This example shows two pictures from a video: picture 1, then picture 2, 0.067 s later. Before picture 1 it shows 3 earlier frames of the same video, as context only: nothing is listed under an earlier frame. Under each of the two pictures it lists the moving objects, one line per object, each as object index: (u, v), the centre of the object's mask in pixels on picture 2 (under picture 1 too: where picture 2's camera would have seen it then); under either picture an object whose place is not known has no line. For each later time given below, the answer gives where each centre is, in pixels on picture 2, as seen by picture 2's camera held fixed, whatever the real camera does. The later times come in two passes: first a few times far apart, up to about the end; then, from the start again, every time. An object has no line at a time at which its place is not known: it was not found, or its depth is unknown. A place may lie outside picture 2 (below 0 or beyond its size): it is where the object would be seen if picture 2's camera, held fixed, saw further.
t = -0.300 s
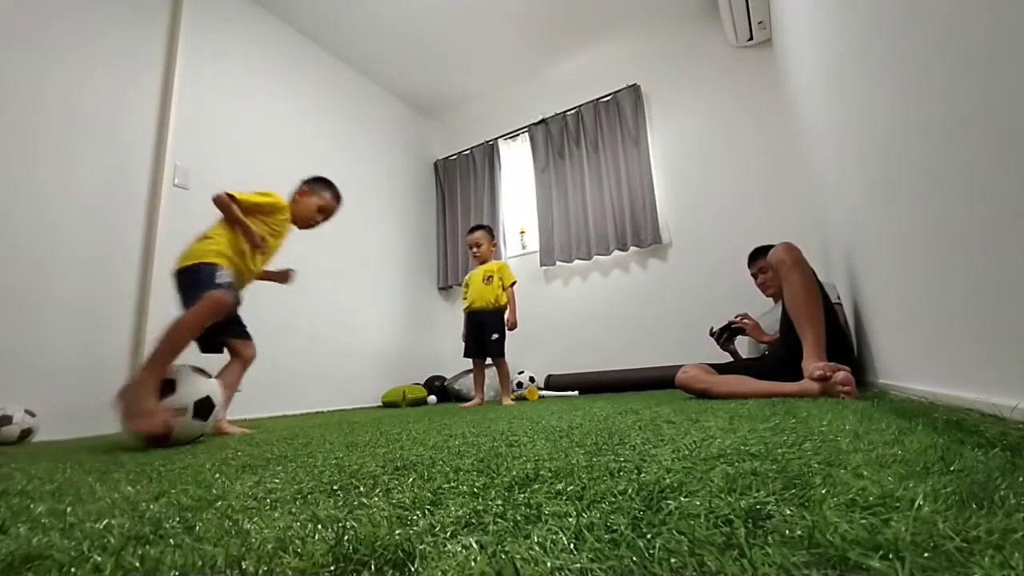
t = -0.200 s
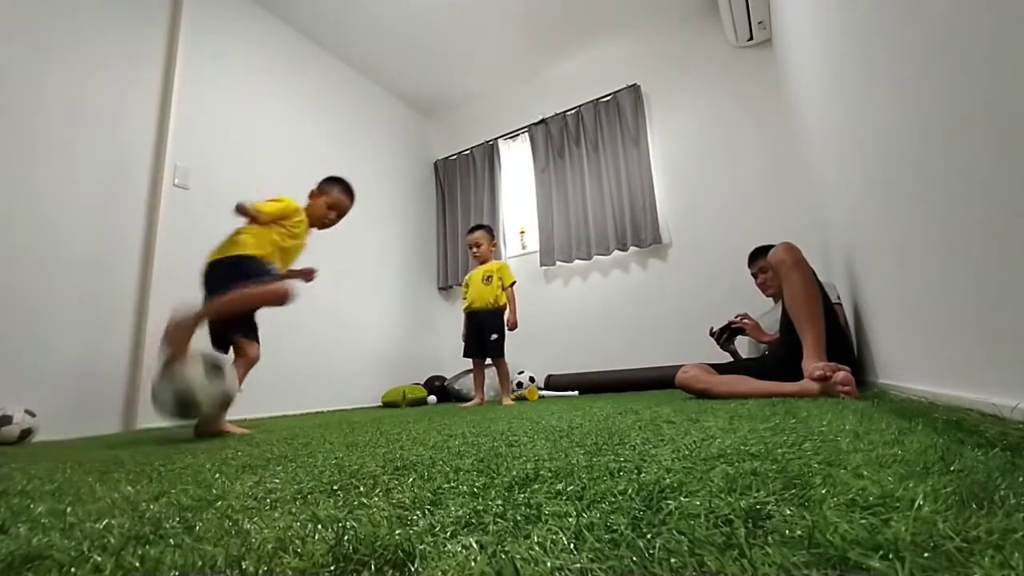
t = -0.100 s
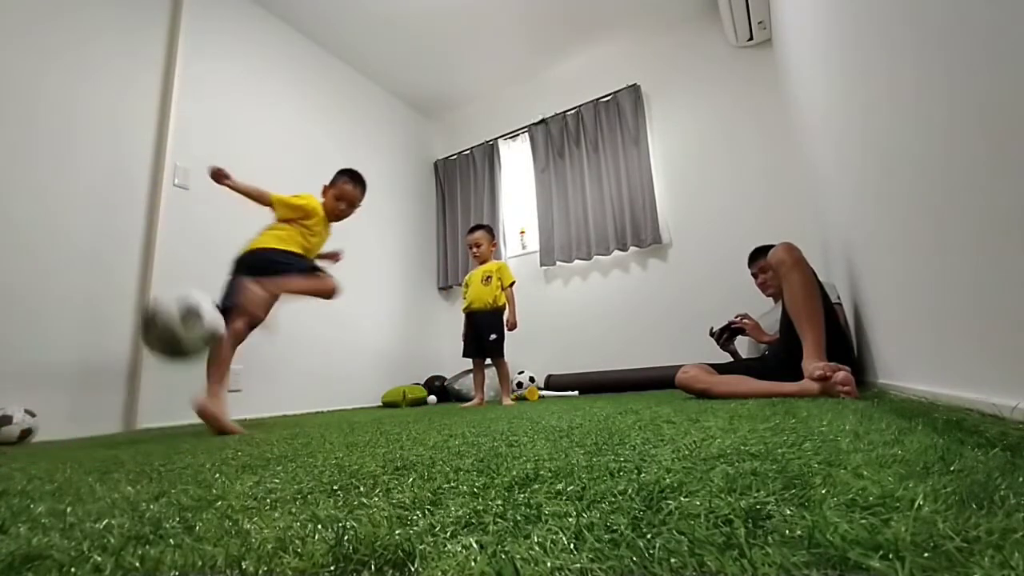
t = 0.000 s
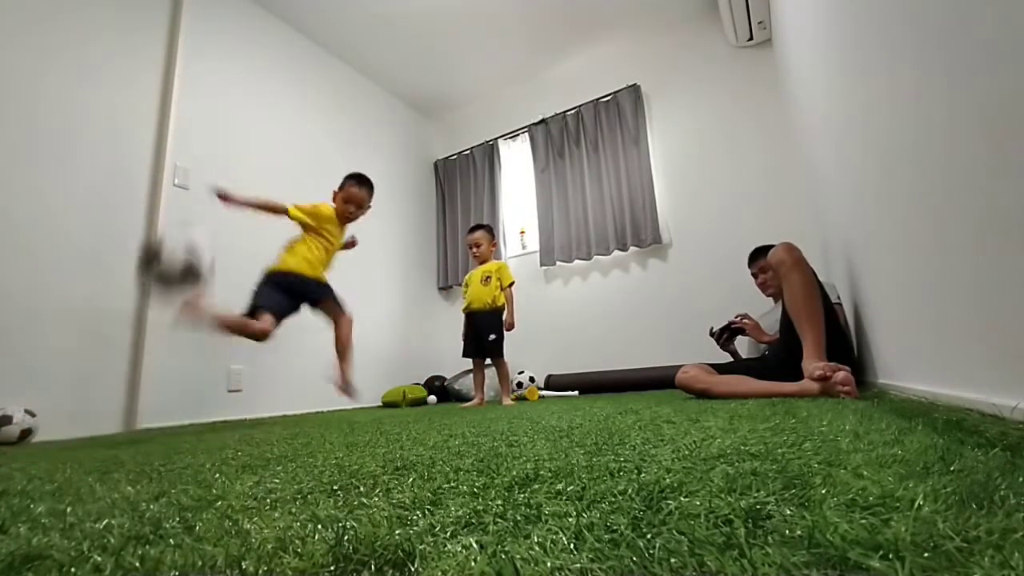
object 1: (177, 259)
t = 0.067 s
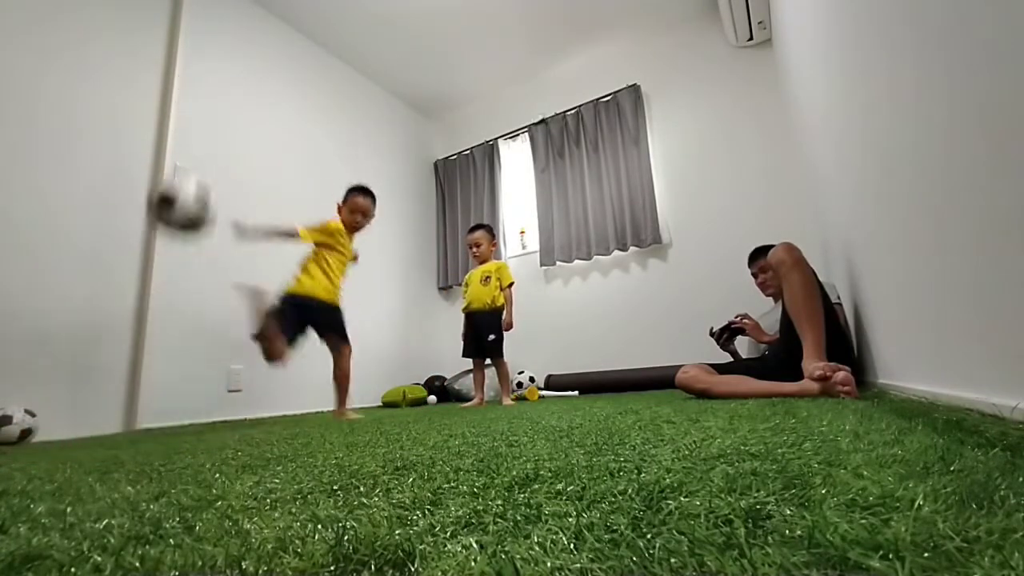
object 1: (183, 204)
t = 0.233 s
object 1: (190, 145)
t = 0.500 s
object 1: (233, 149)
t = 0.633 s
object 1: (270, 187)
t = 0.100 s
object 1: (183, 183)
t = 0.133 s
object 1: (186, 169)
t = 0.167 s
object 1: (188, 159)
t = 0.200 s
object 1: (190, 150)
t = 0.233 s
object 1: (190, 145)
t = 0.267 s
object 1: (191, 142)
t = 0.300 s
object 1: (191, 141)
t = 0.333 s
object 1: (190, 143)
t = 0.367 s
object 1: (192, 145)
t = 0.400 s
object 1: (199, 145)
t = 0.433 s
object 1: (213, 143)
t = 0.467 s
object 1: (223, 145)
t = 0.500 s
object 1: (233, 149)
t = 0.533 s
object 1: (240, 155)
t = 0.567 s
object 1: (250, 164)
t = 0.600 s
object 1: (260, 175)
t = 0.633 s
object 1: (270, 187)
